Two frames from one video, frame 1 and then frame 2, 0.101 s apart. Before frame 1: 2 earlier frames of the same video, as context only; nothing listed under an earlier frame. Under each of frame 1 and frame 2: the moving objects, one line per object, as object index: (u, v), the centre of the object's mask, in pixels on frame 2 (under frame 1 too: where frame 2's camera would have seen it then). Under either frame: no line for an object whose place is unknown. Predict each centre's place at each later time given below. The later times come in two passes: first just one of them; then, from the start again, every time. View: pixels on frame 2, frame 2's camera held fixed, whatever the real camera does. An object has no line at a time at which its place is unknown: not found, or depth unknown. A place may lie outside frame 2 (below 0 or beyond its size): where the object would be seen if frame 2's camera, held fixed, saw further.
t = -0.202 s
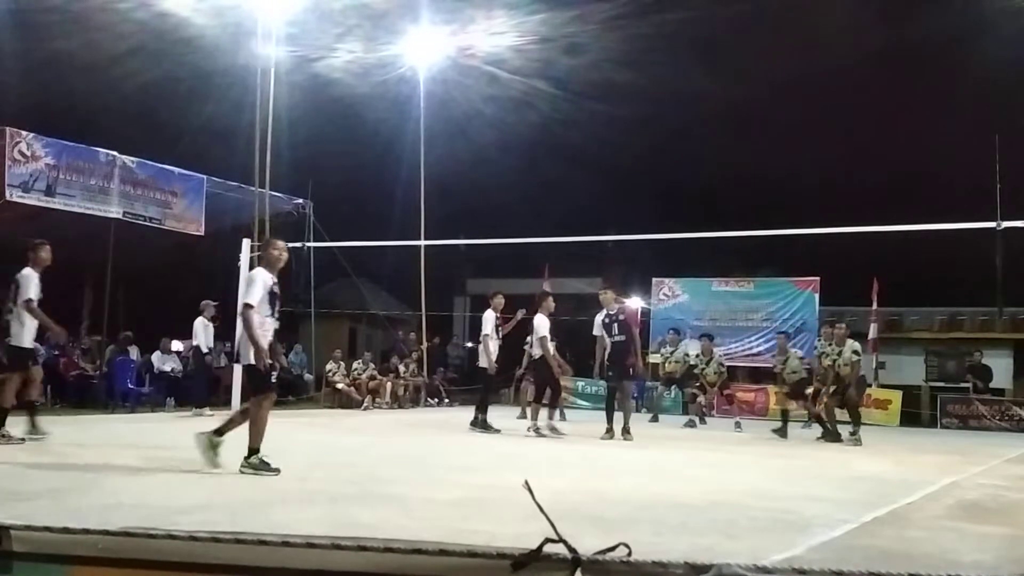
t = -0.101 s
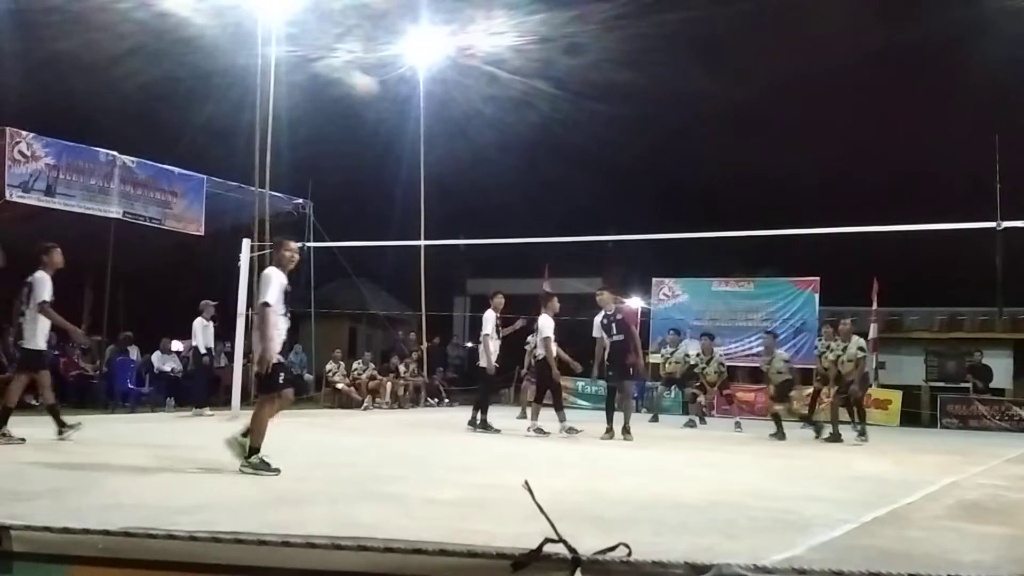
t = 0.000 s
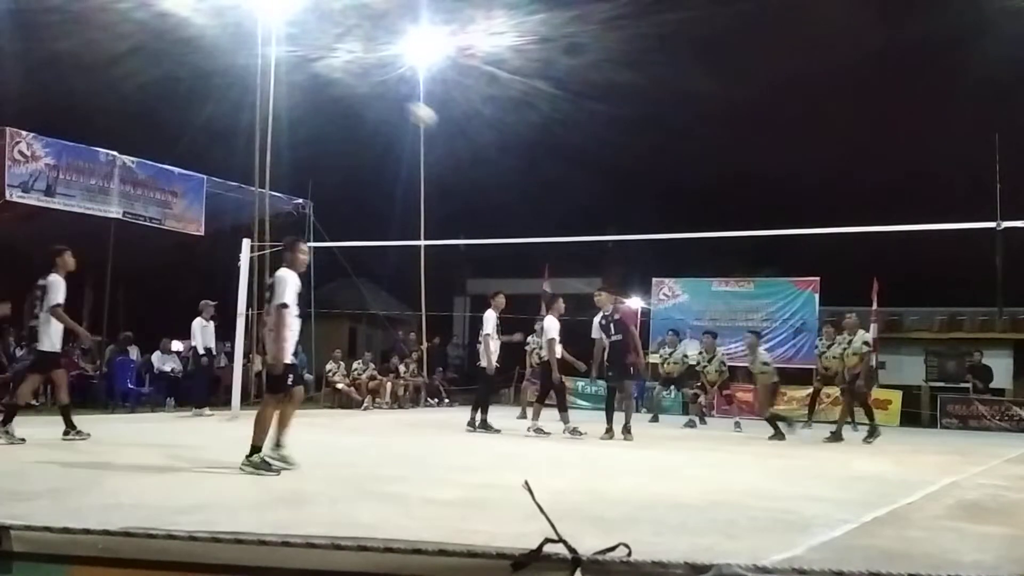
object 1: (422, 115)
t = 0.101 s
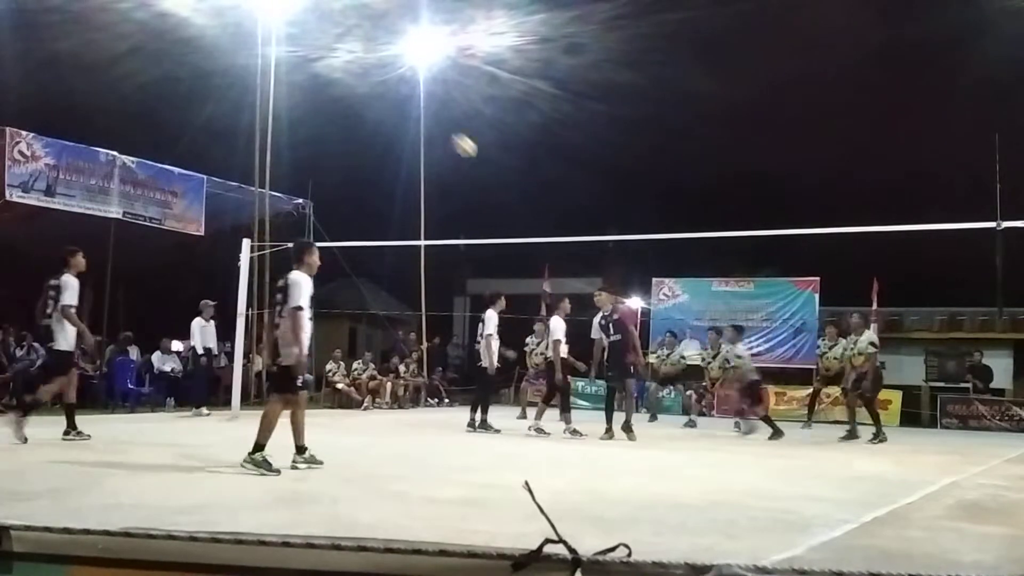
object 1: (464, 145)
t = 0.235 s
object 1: (501, 187)
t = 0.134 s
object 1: (475, 156)
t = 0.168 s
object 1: (485, 166)
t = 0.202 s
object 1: (493, 176)
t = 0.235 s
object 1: (501, 187)
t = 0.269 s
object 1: (508, 197)
